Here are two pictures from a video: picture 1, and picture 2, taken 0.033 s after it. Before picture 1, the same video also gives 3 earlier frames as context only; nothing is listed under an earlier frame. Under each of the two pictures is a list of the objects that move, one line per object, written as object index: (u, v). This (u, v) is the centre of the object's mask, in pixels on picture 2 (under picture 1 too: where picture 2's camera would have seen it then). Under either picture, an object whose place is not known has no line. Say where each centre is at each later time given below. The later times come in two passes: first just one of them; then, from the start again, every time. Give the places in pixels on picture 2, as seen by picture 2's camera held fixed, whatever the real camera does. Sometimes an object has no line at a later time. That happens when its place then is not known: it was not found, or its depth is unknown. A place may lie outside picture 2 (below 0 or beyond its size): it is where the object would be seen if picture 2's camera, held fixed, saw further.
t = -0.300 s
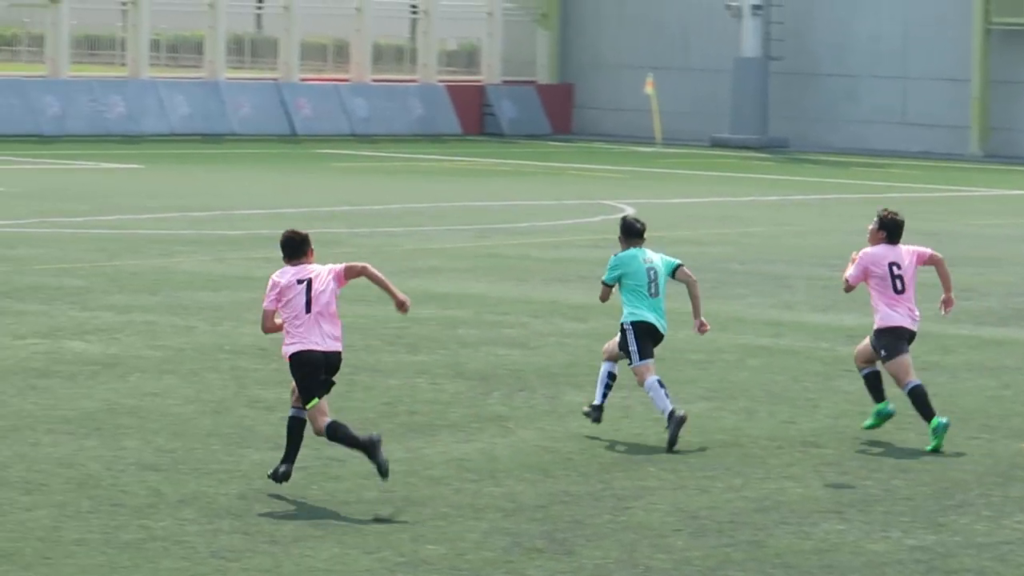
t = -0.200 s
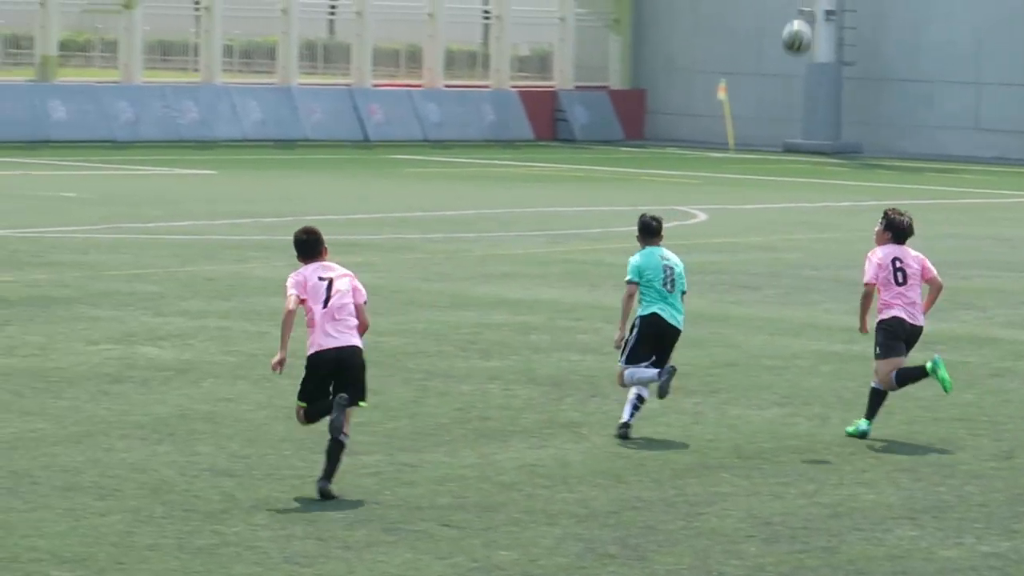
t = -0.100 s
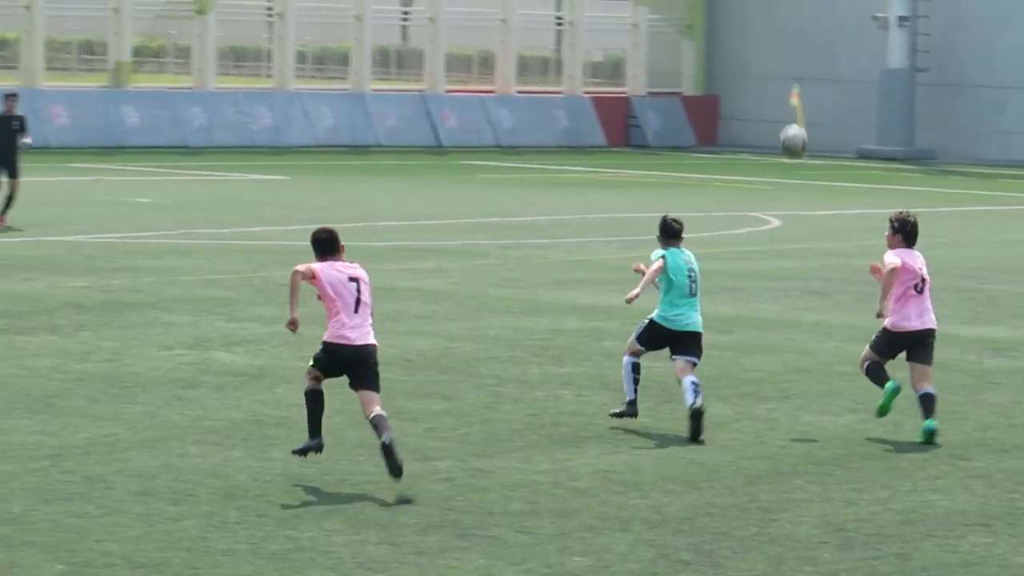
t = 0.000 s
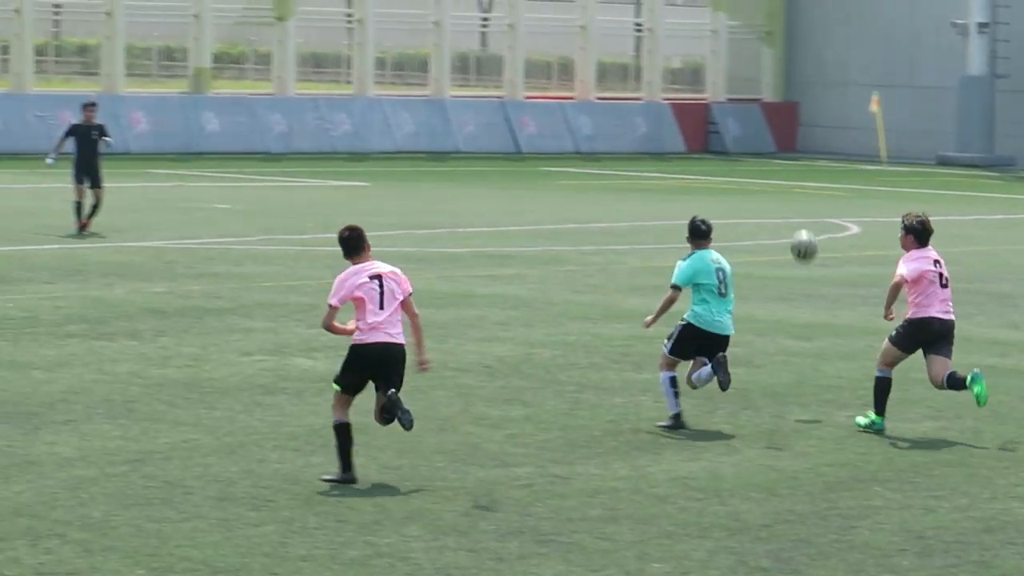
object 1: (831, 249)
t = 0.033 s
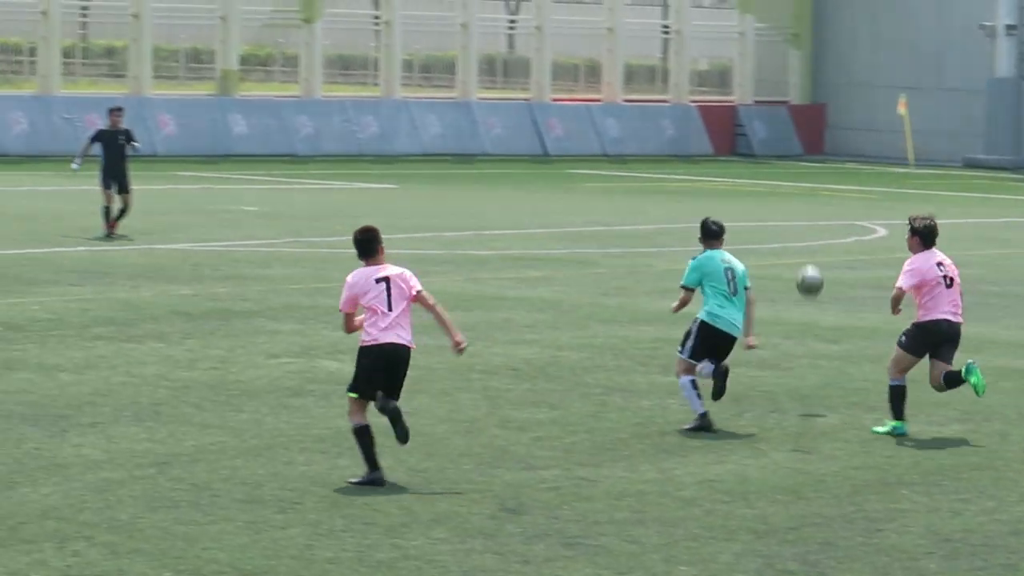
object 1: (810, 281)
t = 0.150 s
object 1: (746, 370)
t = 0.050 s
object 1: (799, 298)
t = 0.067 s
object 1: (788, 314)
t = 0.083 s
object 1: (778, 330)
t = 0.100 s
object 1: (768, 346)
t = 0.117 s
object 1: (758, 362)
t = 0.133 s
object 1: (749, 379)
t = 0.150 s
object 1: (746, 370)
